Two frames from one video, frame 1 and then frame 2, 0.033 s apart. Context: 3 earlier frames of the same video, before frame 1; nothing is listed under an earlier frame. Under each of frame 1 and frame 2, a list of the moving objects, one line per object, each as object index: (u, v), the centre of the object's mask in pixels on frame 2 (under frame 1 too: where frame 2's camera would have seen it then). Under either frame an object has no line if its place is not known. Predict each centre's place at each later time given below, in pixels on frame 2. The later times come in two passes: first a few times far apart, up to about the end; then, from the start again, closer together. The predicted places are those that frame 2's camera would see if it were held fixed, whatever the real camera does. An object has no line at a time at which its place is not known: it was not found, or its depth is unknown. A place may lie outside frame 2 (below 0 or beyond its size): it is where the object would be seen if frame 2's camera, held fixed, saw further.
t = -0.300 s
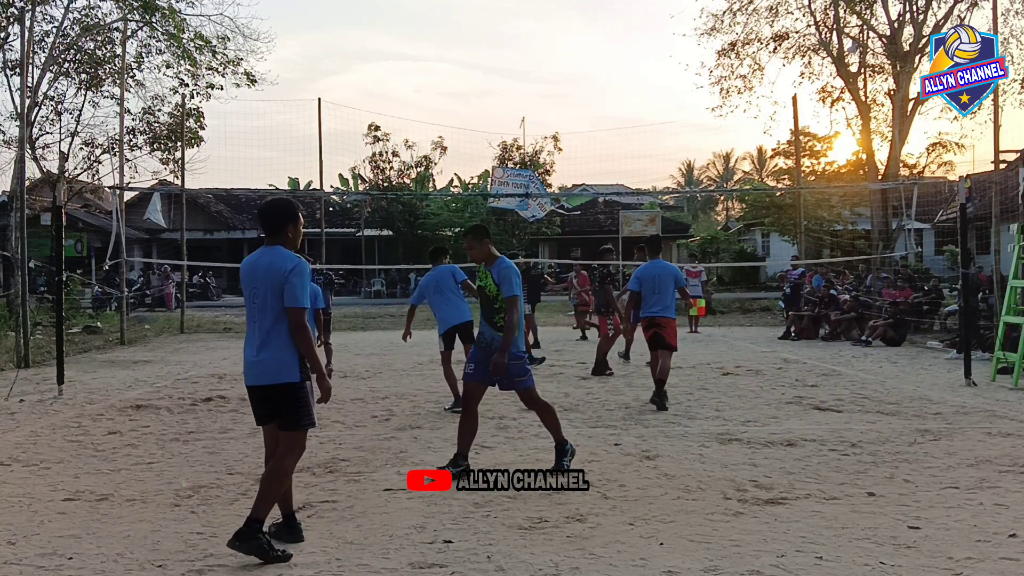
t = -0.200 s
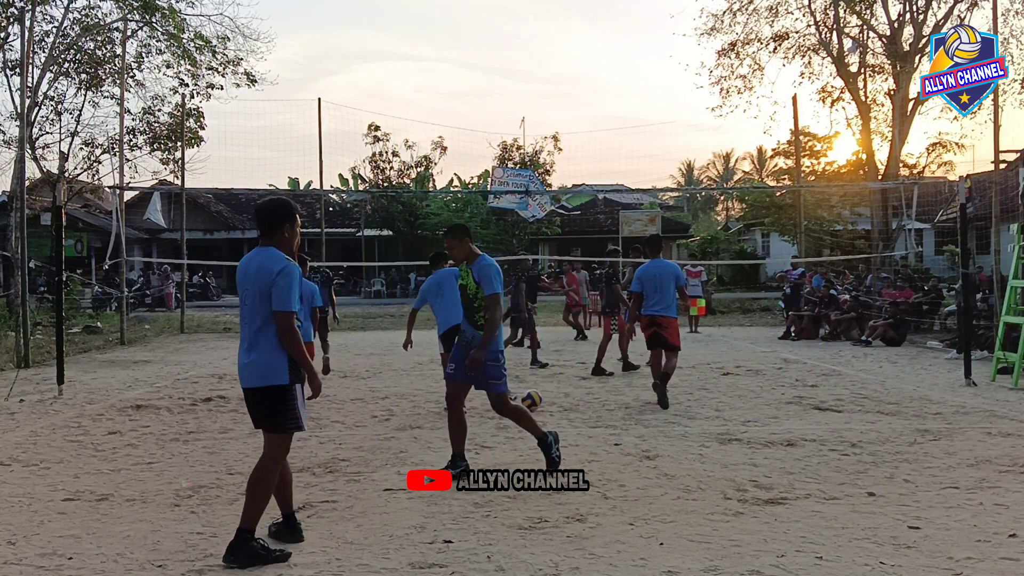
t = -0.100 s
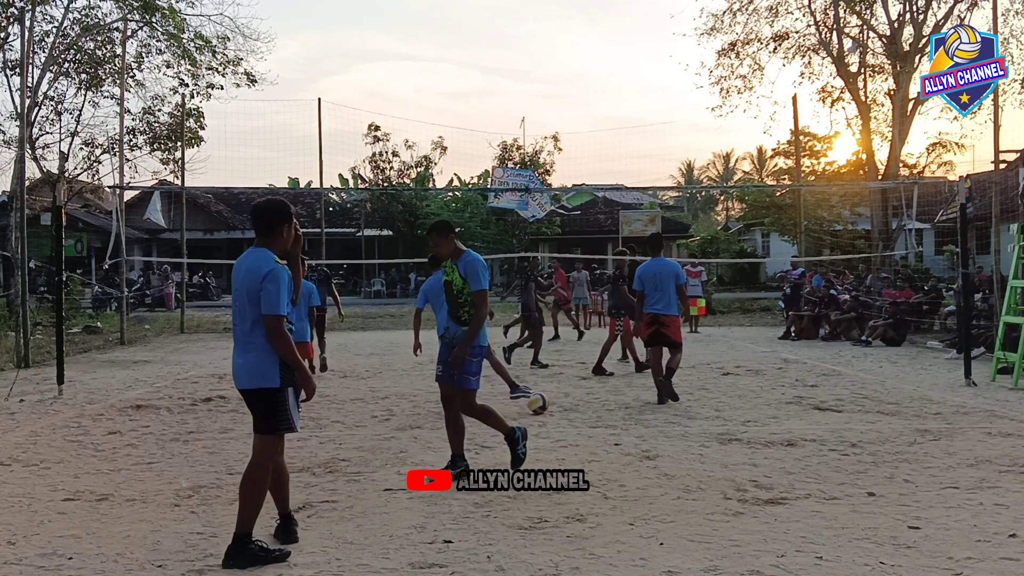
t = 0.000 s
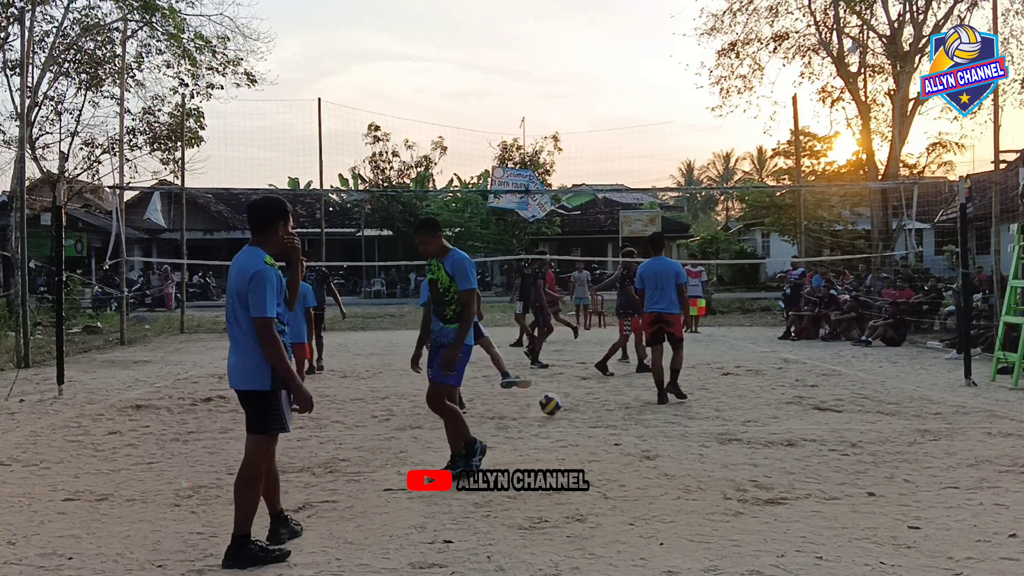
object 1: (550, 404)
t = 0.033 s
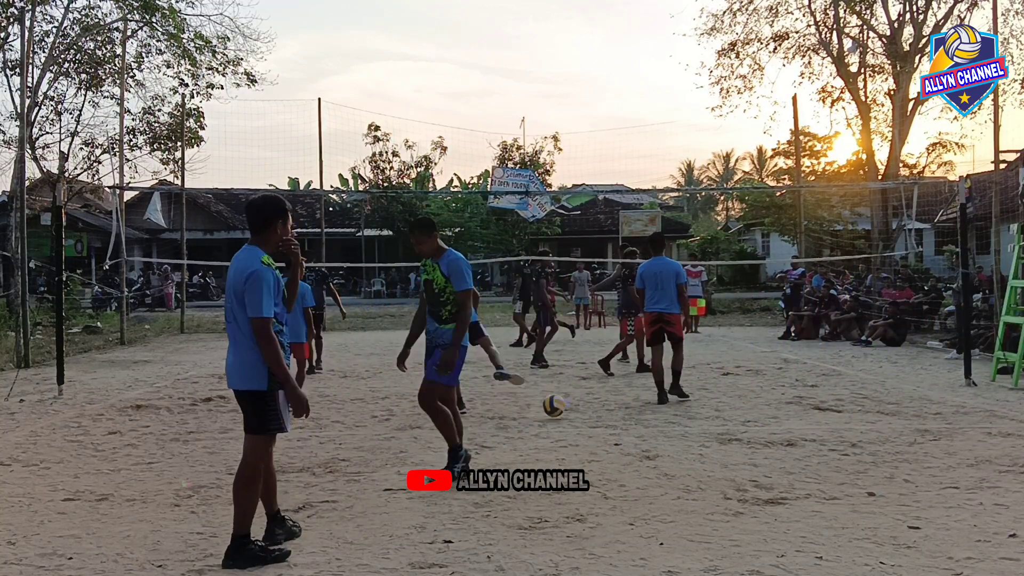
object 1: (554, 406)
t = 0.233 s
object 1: (573, 415)
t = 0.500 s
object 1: (601, 430)
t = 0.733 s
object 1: (625, 435)
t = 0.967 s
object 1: (647, 451)
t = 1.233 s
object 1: (677, 470)
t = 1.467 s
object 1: (715, 492)
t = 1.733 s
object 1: (757, 511)
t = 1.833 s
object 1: (780, 516)
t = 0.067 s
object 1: (557, 408)
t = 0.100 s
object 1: (561, 412)
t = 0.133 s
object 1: (564, 411)
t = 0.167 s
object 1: (567, 411)
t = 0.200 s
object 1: (570, 413)
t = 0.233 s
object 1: (573, 415)
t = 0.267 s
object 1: (577, 419)
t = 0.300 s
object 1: (580, 420)
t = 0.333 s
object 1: (583, 419)
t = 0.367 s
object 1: (587, 419)
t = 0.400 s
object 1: (590, 421)
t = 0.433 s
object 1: (594, 423)
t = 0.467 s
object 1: (598, 428)
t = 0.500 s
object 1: (601, 430)
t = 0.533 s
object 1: (605, 431)
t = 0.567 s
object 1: (608, 431)
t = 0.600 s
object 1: (612, 434)
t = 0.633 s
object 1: (616, 438)
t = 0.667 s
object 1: (619, 439)
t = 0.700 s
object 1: (622, 436)
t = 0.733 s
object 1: (625, 435)
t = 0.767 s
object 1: (627, 435)
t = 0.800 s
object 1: (631, 437)
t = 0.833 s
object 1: (634, 440)
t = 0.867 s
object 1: (637, 446)
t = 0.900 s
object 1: (641, 453)
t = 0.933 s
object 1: (644, 453)
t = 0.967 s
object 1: (647, 451)
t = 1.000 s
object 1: (651, 452)
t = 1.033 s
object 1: (654, 453)
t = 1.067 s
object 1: (659, 456)
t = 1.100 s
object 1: (663, 461)
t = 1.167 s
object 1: (672, 474)
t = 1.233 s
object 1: (677, 470)
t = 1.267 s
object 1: (681, 468)
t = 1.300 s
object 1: (686, 468)
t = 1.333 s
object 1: (692, 469)
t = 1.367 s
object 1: (697, 472)
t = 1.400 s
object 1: (703, 477)
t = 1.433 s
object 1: (708, 485)
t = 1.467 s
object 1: (715, 492)
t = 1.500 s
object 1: (721, 489)
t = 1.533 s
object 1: (726, 487)
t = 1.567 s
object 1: (732, 489)
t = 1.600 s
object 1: (739, 492)
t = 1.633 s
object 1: (745, 497)
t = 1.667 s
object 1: (751, 504)
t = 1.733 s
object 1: (757, 511)
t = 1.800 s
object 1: (772, 512)
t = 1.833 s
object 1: (780, 516)
